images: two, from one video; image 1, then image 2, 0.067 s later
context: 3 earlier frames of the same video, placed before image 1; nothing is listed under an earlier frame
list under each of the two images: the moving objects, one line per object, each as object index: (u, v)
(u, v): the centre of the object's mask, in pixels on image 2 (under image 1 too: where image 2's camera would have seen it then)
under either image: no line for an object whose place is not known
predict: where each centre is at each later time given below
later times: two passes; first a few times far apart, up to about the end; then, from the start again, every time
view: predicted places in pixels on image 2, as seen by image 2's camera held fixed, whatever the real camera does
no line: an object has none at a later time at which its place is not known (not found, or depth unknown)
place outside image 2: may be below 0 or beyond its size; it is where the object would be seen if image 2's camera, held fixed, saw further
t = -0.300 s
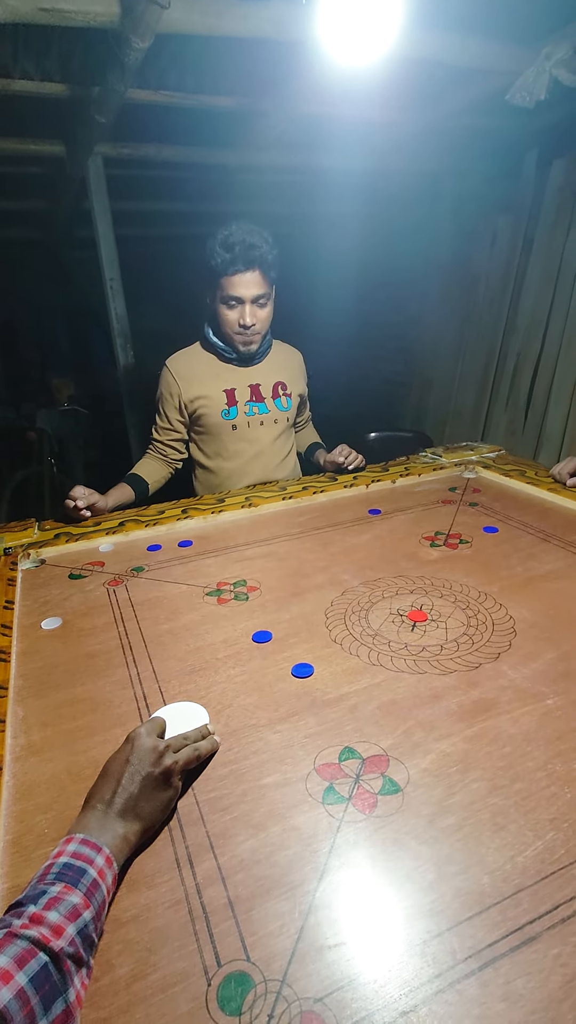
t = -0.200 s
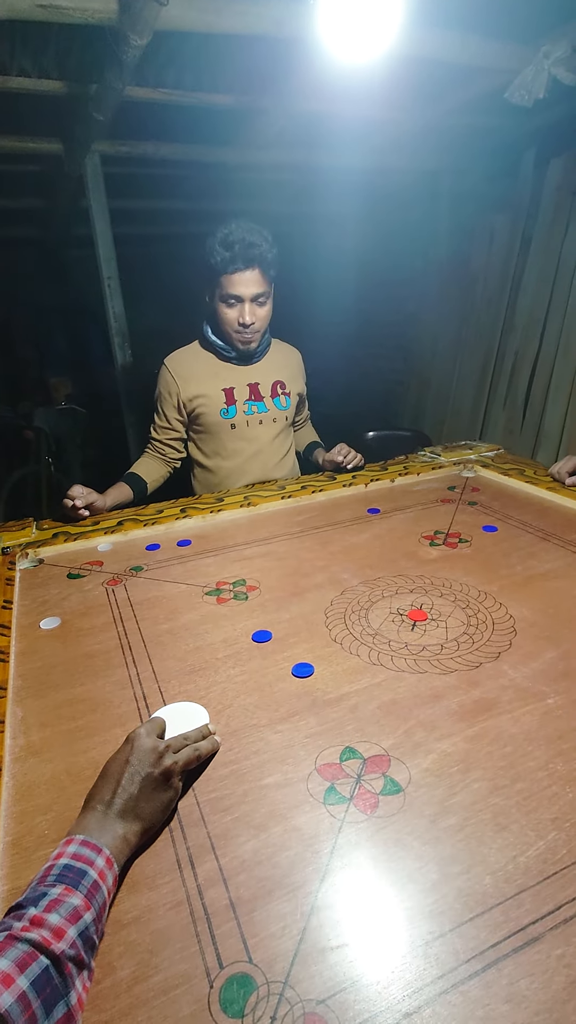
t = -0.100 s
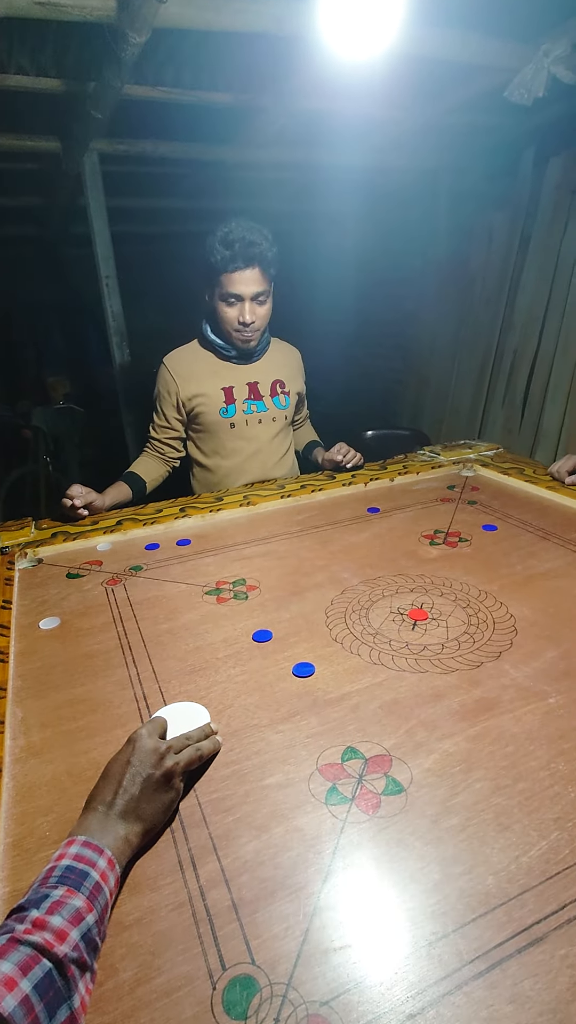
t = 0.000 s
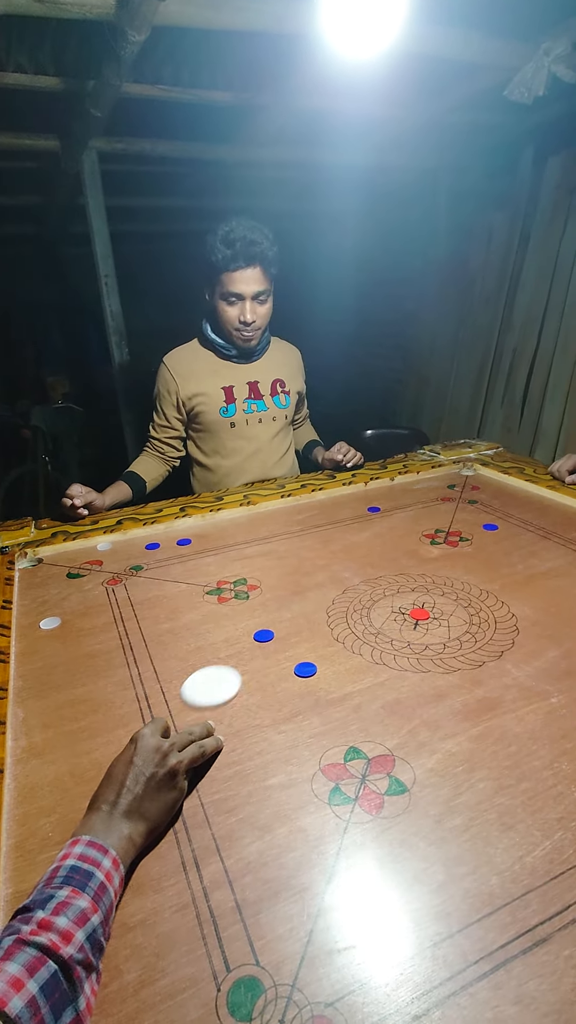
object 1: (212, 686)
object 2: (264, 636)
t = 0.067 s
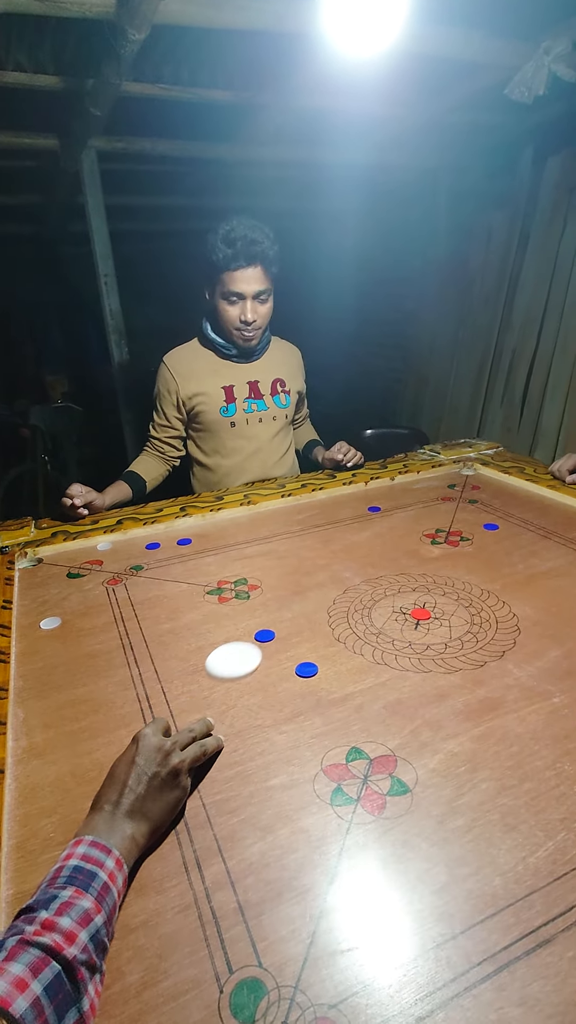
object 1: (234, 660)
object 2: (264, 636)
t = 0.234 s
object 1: (270, 612)
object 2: (338, 579)
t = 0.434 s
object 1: (301, 574)
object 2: (409, 525)
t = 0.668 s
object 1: (328, 543)
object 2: (464, 484)
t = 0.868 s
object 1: (346, 523)
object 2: (434, 477)
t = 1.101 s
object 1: (363, 507)
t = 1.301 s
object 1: (369, 501)
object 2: (417, 487)
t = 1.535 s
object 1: (369, 501)
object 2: (506, 488)
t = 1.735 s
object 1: (369, 501)
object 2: (512, 503)
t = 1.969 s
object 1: (369, 501)
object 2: (502, 524)
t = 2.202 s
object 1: (369, 501)
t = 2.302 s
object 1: (369, 501)
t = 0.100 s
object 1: (243, 649)
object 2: (270, 631)
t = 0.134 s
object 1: (250, 639)
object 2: (289, 616)
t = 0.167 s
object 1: (257, 629)
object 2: (307, 603)
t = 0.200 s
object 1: (264, 621)
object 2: (323, 590)
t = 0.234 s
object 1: (270, 612)
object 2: (338, 579)
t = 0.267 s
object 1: (276, 605)
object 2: (352, 568)
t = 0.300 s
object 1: (282, 598)
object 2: (365, 558)
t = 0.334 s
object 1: (287, 592)
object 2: (377, 549)
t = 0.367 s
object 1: (292, 586)
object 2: (388, 540)
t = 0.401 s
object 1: (296, 580)
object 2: (399, 532)
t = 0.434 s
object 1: (301, 574)
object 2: (409, 525)
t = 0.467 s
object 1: (305, 569)
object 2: (418, 518)
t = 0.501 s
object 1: (309, 564)
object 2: (427, 512)
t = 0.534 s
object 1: (313, 560)
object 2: (435, 506)
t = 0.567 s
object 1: (317, 555)
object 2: (443, 499)
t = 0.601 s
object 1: (321, 551)
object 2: (451, 494)
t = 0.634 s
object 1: (324, 547)
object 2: (458, 489)
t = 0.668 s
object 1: (328, 543)
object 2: (464, 484)
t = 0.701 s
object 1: (331, 539)
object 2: (471, 479)
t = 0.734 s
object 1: (334, 536)
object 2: (478, 475)
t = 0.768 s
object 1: (337, 533)
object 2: (469, 474)
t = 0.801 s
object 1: (340, 529)
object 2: (457, 475)
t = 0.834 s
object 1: (343, 526)
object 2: (445, 476)
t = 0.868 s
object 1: (346, 523)
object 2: (434, 477)
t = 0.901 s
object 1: (349, 521)
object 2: (427, 479)
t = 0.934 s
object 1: (351, 518)
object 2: (419, 482)
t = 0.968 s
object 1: (354, 515)
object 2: (412, 484)
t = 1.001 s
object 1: (356, 513)
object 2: (406, 487)
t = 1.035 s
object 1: (359, 511)
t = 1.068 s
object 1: (361, 509)
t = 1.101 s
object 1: (363, 507)
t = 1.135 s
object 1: (365, 505)
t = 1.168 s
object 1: (366, 504)
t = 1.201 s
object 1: (367, 503)
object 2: (384, 489)
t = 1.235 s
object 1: (367, 502)
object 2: (391, 486)
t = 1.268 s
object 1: (368, 502)
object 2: (404, 486)
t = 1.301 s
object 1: (369, 501)
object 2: (417, 487)
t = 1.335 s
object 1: (369, 501)
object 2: (430, 487)
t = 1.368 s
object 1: (369, 501)
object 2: (442, 487)
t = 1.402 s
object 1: (369, 501)
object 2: (454, 487)
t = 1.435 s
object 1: (369, 501)
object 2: (468, 487)
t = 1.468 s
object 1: (369, 501)
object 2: (479, 488)
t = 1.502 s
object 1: (369, 501)
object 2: (493, 488)
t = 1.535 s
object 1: (369, 501)
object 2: (506, 488)
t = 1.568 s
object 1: (369, 501)
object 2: (519, 489)
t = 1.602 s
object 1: (369, 501)
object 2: (519, 491)
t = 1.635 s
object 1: (369, 501)
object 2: (518, 494)
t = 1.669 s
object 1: (369, 501)
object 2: (516, 497)
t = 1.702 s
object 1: (369, 501)
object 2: (514, 500)
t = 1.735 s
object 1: (369, 501)
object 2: (512, 503)
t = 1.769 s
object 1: (369, 501)
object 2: (510, 506)
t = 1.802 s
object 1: (369, 501)
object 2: (508, 509)
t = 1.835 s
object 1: (369, 501)
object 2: (506, 512)
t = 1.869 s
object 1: (369, 501)
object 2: (505, 516)
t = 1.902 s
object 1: (369, 501)
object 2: (502, 519)
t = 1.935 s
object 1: (369, 501)
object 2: (501, 523)
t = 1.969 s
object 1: (369, 501)
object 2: (502, 524)
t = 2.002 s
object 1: (369, 501)
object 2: (505, 525)
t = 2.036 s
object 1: (369, 501)
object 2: (506, 526)
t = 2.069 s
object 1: (369, 501)
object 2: (509, 527)
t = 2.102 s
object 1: (369, 501)
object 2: (510, 528)
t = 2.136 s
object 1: (369, 501)
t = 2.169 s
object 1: (369, 501)
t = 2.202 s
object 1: (369, 501)
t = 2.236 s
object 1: (369, 501)
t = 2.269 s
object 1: (369, 501)
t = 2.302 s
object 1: (369, 501)
